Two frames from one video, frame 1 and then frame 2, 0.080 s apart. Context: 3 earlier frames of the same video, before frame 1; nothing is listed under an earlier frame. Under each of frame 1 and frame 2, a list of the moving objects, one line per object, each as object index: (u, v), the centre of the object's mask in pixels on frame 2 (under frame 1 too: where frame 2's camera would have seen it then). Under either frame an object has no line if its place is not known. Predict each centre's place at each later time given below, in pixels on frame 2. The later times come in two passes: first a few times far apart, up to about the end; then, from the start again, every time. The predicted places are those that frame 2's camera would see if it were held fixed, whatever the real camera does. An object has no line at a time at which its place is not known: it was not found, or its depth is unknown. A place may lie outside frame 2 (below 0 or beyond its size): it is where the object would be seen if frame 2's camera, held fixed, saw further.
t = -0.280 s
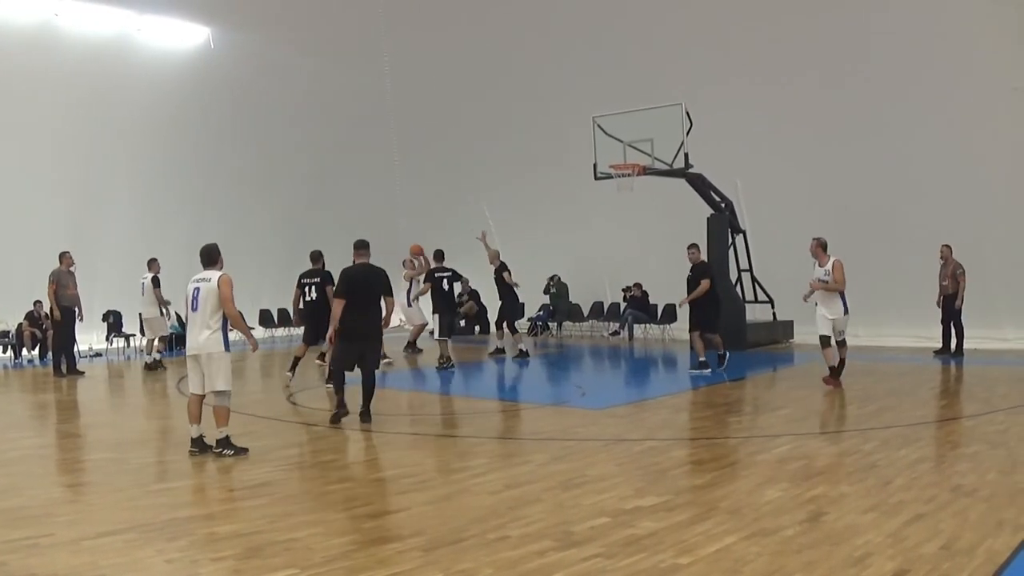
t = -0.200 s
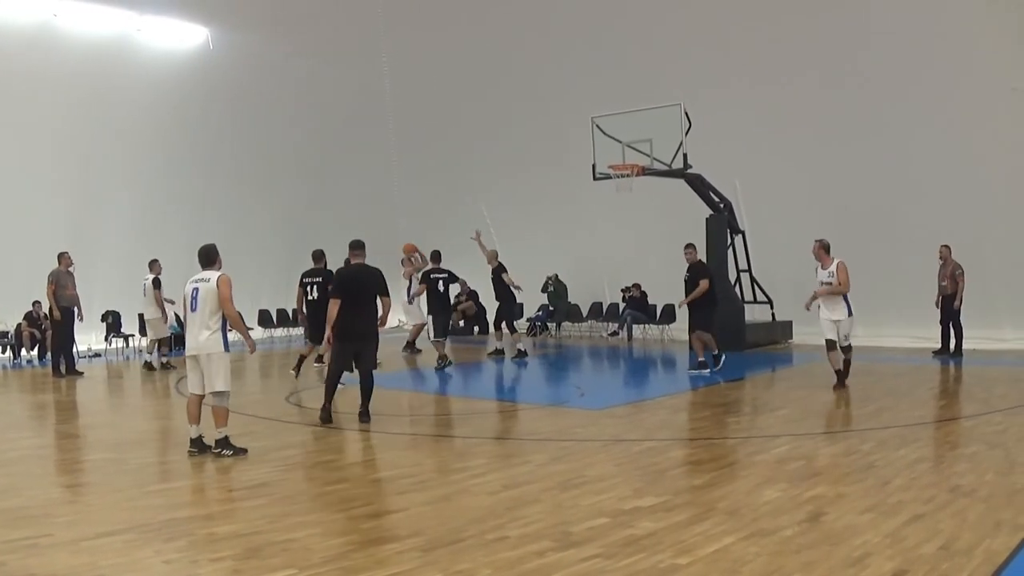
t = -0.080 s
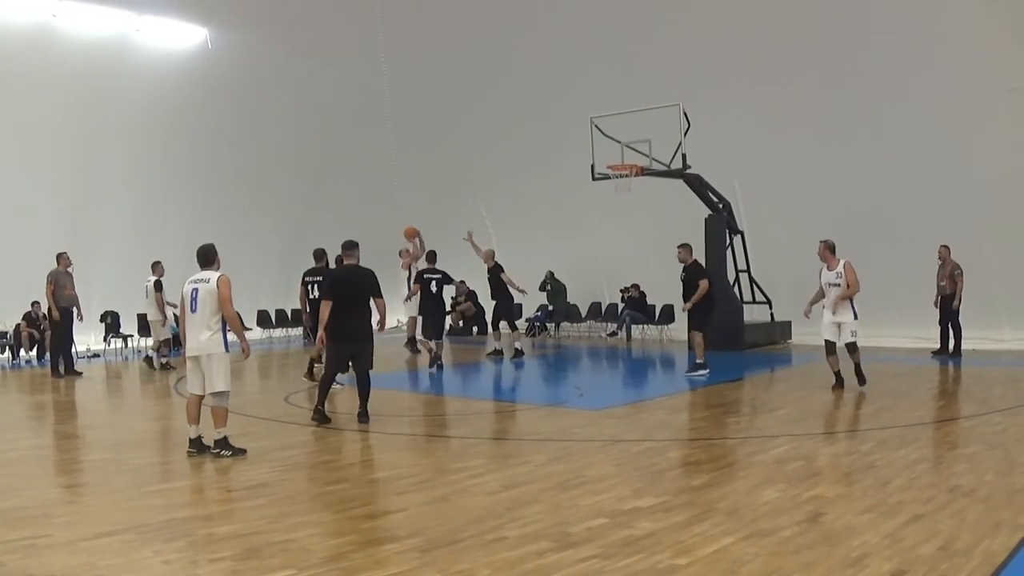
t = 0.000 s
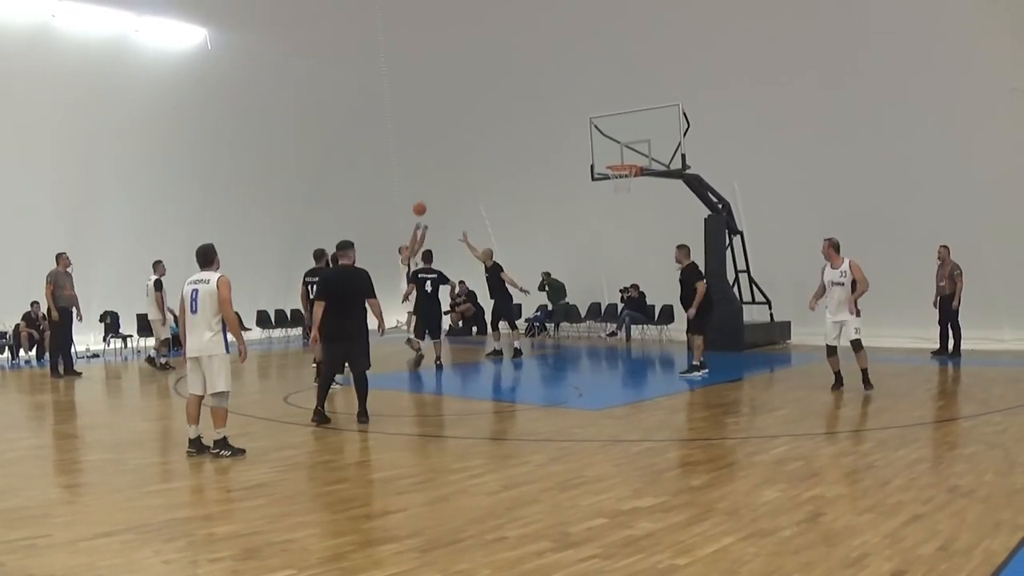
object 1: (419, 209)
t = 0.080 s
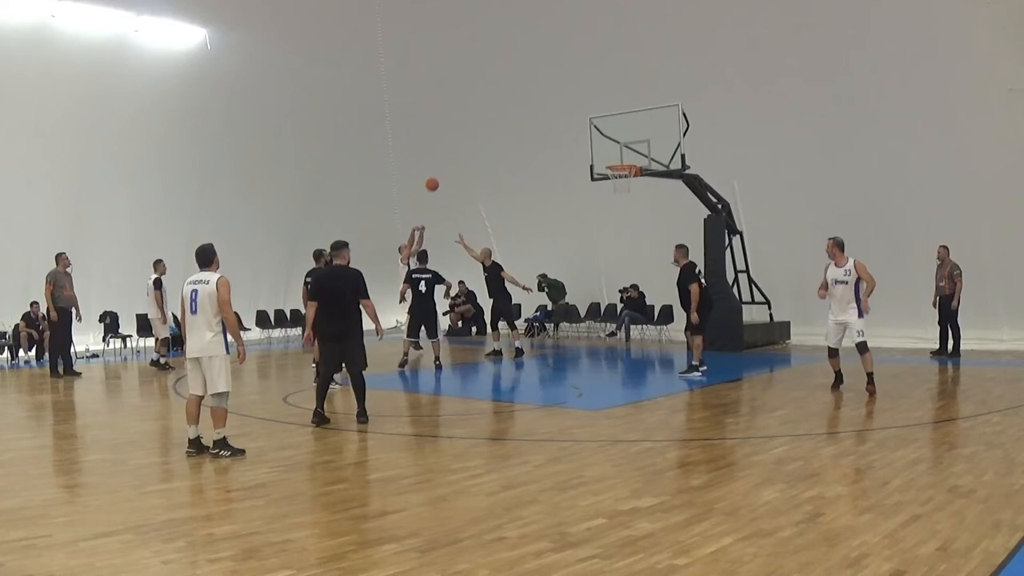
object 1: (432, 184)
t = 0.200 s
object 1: (451, 153)
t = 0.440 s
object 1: (494, 114)
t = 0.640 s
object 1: (530, 105)
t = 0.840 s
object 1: (569, 120)
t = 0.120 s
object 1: (438, 173)
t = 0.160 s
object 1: (445, 163)
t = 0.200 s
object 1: (451, 153)
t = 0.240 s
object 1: (458, 145)
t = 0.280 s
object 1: (465, 137)
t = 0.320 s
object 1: (472, 130)
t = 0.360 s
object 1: (479, 123)
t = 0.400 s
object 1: (486, 118)
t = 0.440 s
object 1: (494, 114)
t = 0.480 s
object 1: (500, 110)
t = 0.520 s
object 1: (508, 108)
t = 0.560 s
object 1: (515, 106)
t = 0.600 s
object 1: (523, 105)
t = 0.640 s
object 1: (530, 105)
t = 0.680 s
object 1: (538, 106)
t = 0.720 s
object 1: (546, 108)
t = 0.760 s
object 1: (554, 111)
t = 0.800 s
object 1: (561, 115)
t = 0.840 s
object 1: (569, 120)
